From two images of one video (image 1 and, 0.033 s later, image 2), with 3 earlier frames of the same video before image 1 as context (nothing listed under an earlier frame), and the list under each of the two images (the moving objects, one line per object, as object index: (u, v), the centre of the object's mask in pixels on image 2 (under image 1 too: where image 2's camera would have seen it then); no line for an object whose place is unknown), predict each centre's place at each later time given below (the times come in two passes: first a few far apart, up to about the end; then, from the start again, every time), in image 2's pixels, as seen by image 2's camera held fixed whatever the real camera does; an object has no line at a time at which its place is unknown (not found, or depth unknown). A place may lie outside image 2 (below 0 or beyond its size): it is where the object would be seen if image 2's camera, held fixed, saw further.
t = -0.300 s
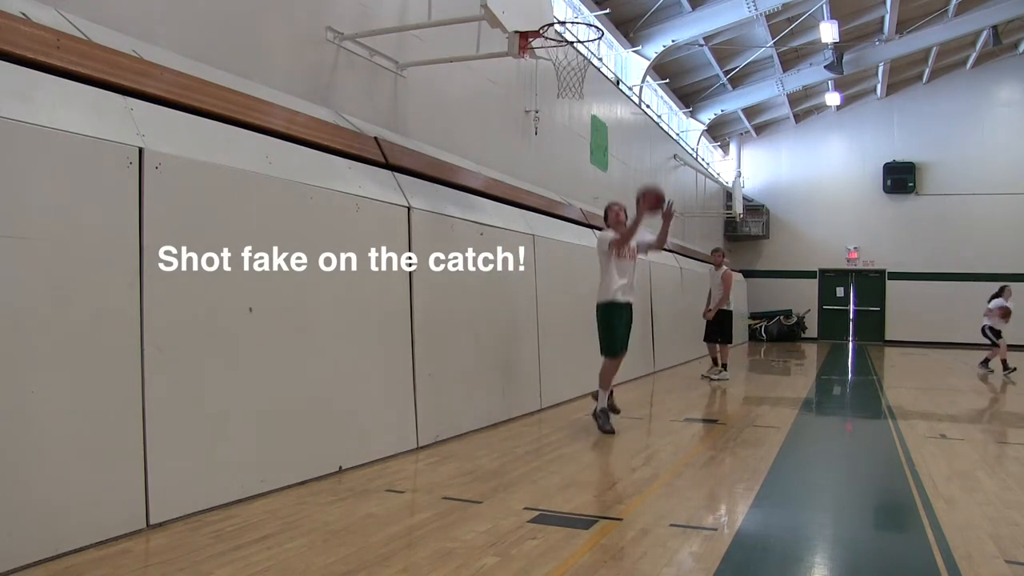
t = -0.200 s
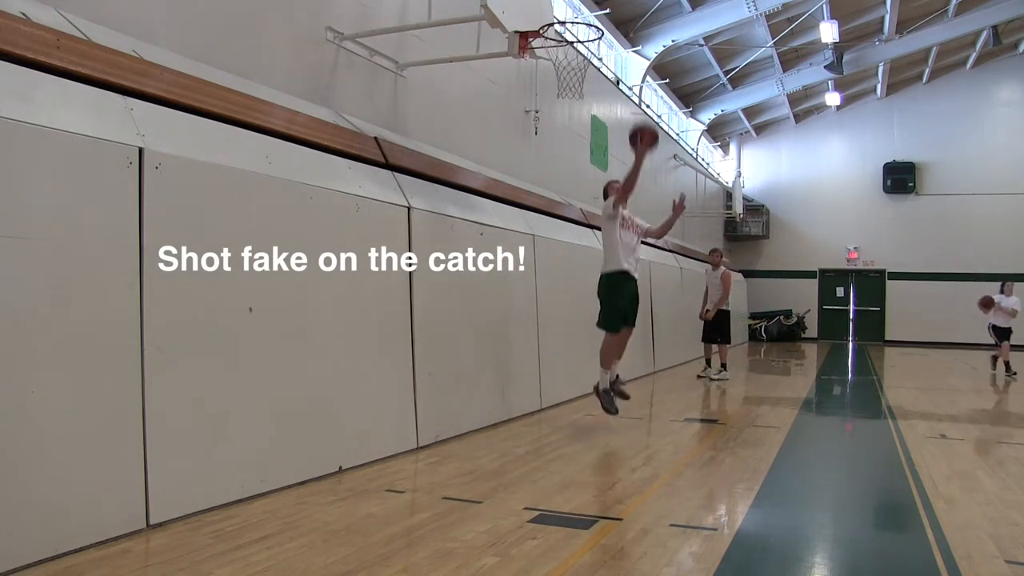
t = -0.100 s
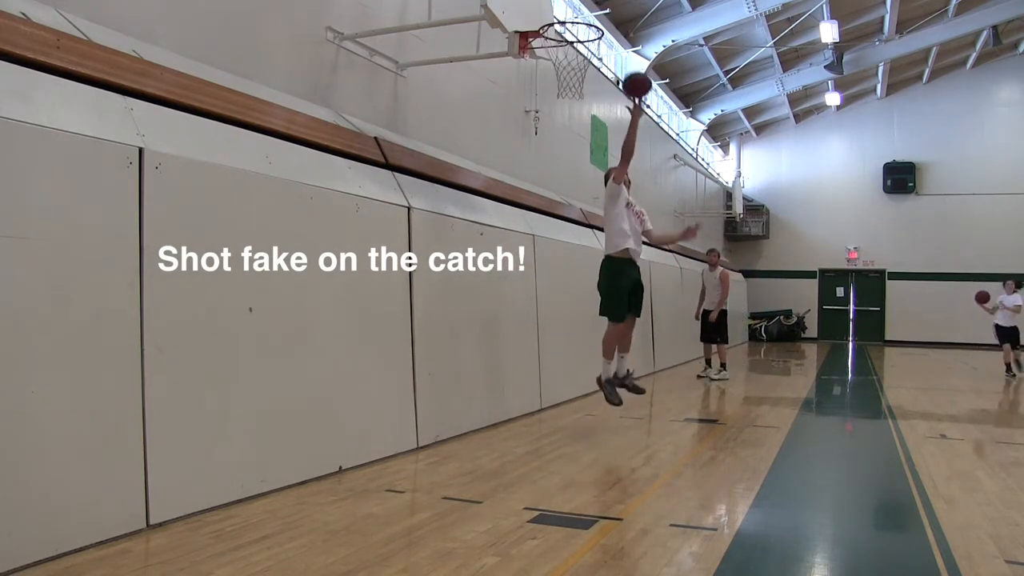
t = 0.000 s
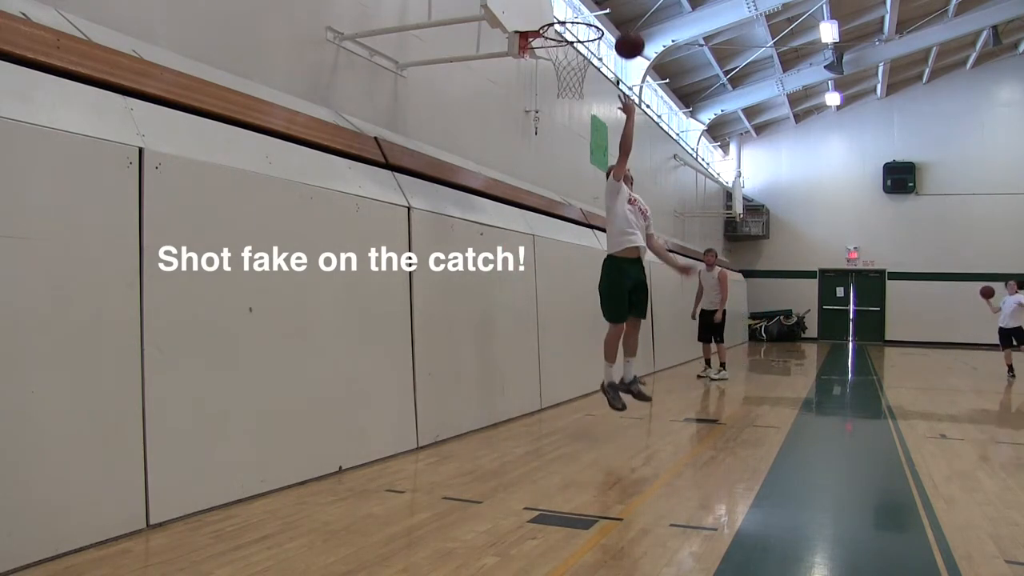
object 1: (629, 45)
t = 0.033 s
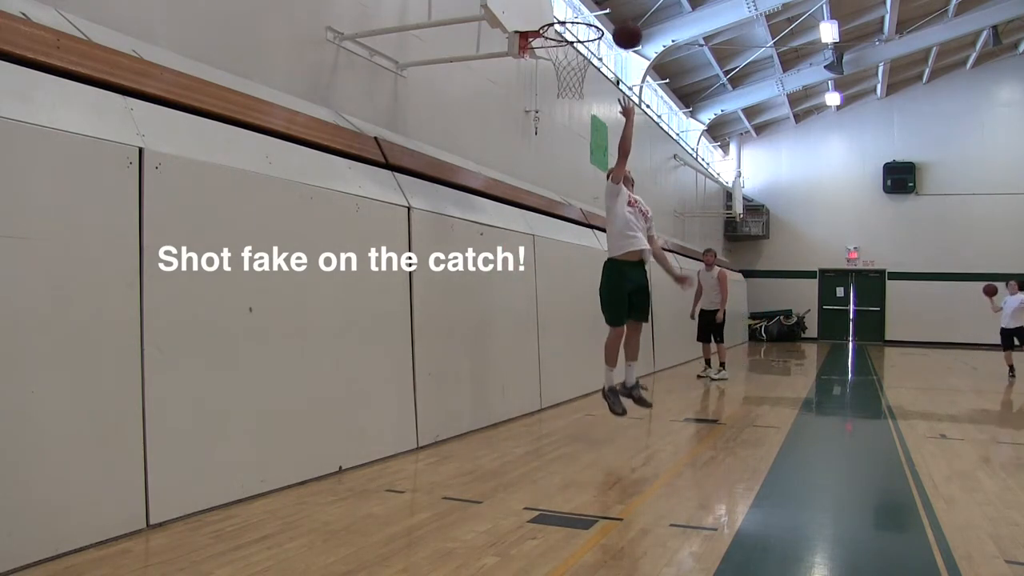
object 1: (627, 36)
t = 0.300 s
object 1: (606, 7)
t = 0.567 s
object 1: (584, 21)
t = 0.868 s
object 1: (557, 64)
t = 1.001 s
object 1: (554, 95)
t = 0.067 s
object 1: (624, 27)
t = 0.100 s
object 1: (621, 18)
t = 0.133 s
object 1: (619, 12)
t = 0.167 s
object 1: (617, 10)
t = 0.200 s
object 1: (615, 8)
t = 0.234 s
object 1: (612, 7)
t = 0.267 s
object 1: (609, 6)
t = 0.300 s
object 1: (606, 7)
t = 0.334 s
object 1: (604, 8)
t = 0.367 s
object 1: (601, 9)
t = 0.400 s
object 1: (599, 11)
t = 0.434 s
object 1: (596, 15)
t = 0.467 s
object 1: (593, 23)
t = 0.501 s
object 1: (590, 23)
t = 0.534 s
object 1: (587, 21)
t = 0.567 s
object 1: (584, 21)
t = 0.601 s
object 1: (580, 22)
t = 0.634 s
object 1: (576, 25)
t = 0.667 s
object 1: (573, 29)
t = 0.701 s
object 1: (569, 34)
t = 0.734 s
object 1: (565, 41)
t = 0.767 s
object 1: (562, 49)
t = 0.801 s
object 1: (559, 56)
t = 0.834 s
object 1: (558, 59)
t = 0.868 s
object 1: (557, 64)
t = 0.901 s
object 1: (556, 70)
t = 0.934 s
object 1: (556, 77)
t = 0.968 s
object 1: (555, 85)
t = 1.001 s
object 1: (554, 95)
